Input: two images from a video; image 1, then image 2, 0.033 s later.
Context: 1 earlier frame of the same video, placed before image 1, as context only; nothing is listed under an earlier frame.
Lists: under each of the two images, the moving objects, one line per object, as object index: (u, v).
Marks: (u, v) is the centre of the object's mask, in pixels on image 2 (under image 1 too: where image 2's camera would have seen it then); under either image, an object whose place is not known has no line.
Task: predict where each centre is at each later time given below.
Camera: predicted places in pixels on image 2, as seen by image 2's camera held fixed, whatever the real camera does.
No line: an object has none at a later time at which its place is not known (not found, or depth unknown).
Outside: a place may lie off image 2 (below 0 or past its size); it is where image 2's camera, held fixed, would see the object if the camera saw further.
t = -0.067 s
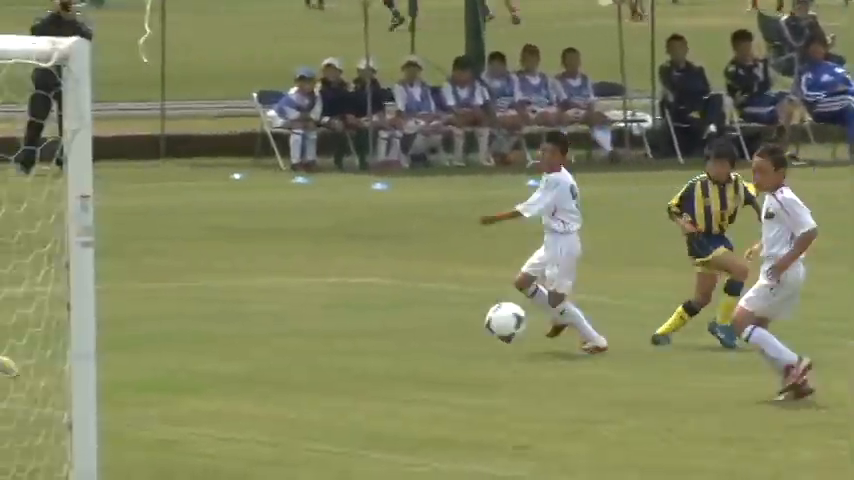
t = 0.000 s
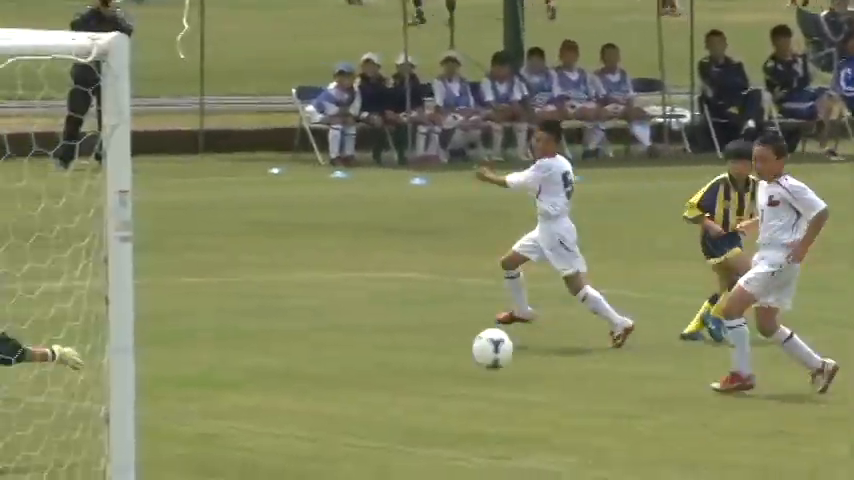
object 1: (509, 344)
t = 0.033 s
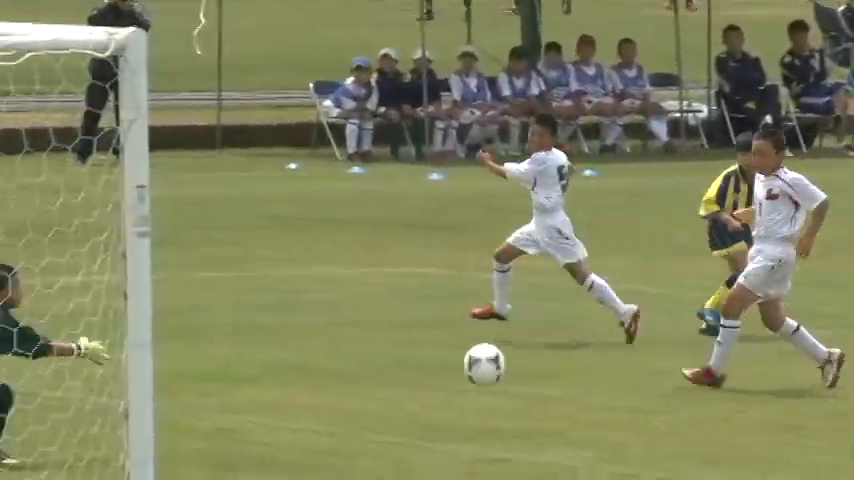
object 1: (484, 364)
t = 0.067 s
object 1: (457, 387)
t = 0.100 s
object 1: (431, 414)
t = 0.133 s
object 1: (404, 443)
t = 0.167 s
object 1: (376, 475)
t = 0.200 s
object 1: (354, 474)
